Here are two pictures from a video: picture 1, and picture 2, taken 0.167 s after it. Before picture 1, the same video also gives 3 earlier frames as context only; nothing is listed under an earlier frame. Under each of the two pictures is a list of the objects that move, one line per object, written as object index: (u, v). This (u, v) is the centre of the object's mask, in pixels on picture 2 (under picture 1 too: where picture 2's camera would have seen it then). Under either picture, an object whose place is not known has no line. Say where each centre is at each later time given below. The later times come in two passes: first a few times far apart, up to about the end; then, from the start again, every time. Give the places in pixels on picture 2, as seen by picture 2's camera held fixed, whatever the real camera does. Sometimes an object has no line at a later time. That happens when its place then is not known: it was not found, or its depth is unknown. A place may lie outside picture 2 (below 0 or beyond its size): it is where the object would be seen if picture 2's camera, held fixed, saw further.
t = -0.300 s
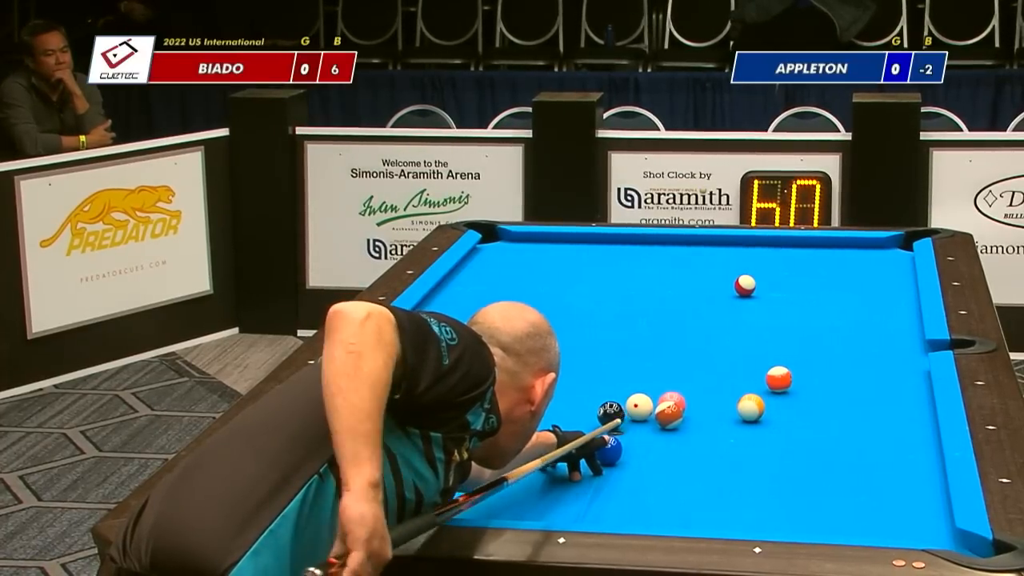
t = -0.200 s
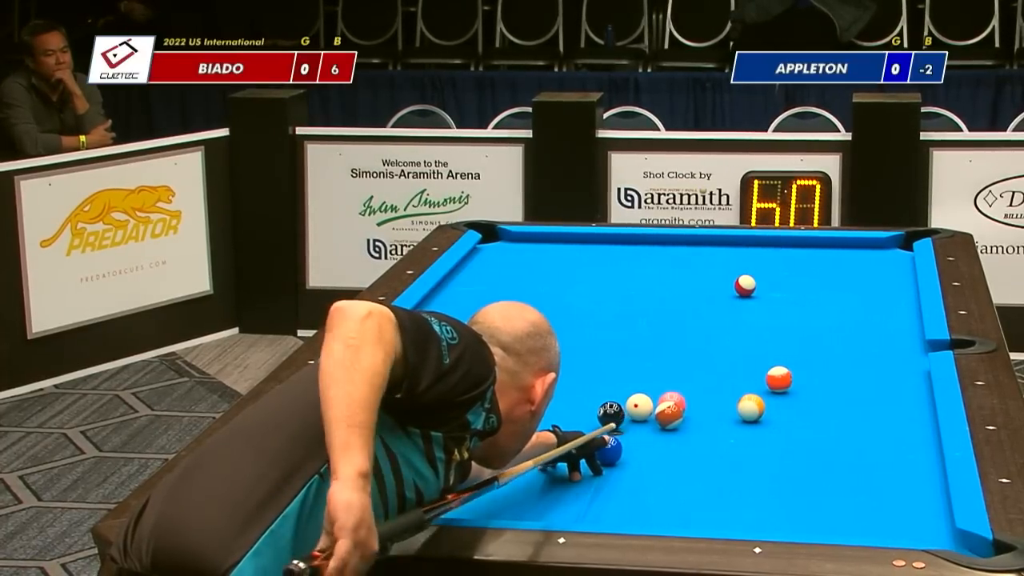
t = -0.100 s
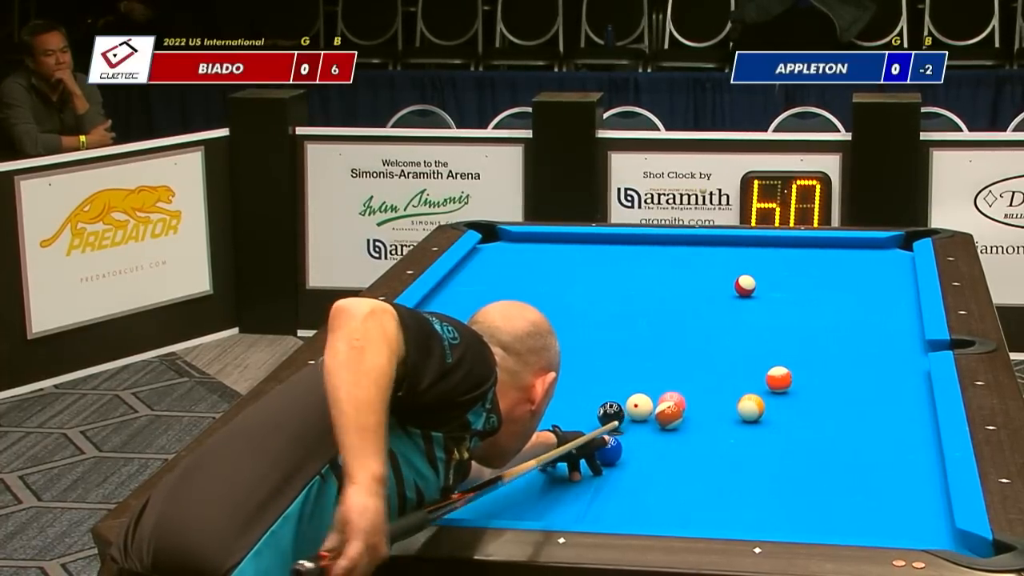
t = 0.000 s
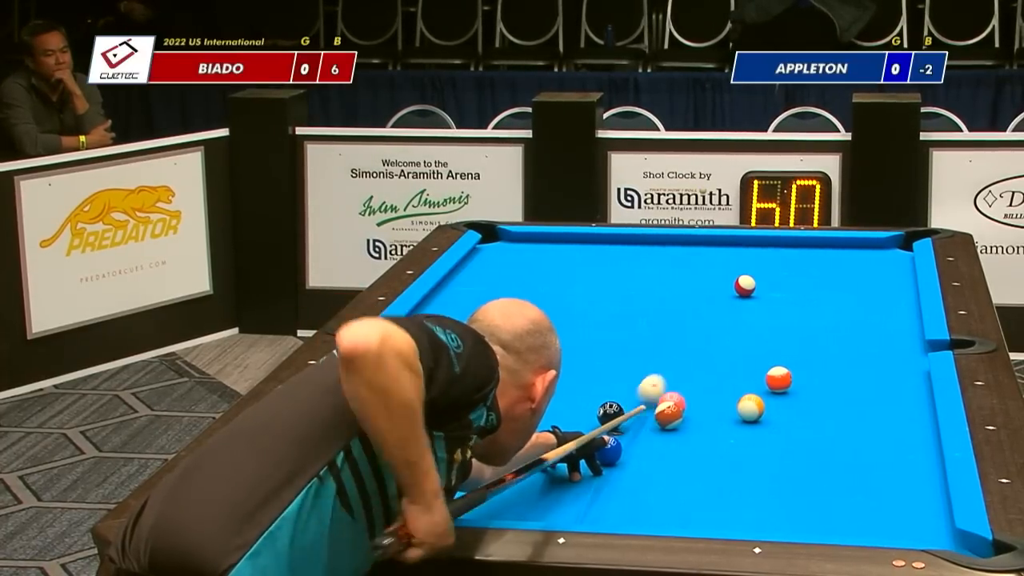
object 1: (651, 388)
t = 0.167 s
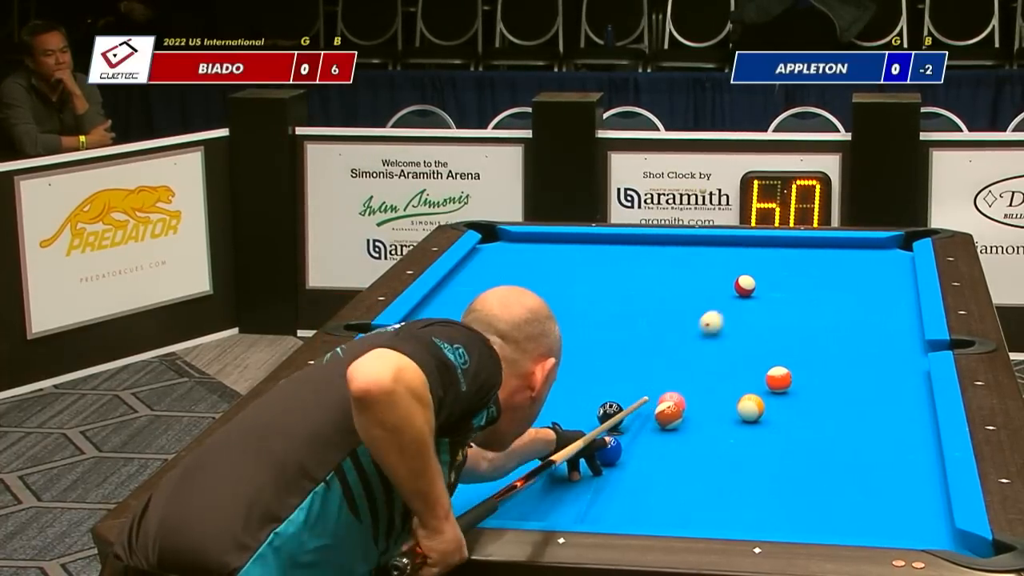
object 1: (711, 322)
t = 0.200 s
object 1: (720, 311)
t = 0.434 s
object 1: (734, 289)
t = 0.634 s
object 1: (728, 288)
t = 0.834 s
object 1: (722, 287)
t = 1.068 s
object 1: (717, 286)
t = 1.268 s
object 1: (713, 285)
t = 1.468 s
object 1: (710, 285)
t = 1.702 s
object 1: (707, 285)
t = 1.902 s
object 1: (706, 285)
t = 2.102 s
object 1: (707, 285)
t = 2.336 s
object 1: (707, 285)
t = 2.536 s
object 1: (707, 285)
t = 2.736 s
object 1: (707, 285)
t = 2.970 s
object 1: (707, 285)
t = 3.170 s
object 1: (708, 283)
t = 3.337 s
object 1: (708, 282)
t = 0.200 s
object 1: (720, 311)
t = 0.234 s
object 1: (730, 301)
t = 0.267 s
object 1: (738, 292)
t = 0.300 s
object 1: (738, 290)
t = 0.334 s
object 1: (737, 290)
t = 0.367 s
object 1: (736, 289)
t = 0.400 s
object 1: (735, 289)
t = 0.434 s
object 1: (734, 289)
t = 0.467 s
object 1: (733, 289)
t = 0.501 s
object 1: (732, 289)
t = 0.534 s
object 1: (731, 288)
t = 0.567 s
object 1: (730, 288)
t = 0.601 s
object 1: (729, 288)
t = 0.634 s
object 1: (728, 288)
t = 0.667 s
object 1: (727, 288)
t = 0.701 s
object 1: (726, 287)
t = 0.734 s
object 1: (725, 287)
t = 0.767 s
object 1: (724, 287)
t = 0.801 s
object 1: (723, 287)
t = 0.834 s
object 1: (722, 287)
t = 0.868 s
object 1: (722, 287)
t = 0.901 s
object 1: (721, 286)
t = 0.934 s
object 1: (720, 286)
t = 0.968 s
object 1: (719, 286)
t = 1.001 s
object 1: (719, 286)
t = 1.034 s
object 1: (718, 286)
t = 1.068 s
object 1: (717, 286)
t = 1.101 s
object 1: (716, 286)
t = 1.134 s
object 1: (716, 286)
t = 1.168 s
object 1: (715, 286)
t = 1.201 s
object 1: (714, 286)
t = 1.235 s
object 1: (714, 285)
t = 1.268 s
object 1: (713, 285)
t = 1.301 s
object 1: (712, 285)
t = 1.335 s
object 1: (712, 285)
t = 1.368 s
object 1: (711, 285)
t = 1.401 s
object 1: (711, 285)
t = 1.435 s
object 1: (710, 285)
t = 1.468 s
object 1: (710, 285)
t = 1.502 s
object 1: (709, 285)
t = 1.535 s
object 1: (709, 285)
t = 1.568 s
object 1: (709, 285)
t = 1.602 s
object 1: (708, 285)
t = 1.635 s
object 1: (708, 285)
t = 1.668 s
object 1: (708, 285)
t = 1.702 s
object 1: (707, 285)
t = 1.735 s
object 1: (707, 285)
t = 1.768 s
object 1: (707, 285)
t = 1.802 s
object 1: (707, 285)
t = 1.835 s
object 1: (707, 285)
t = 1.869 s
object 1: (707, 285)
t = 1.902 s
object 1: (706, 285)
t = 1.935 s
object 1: (706, 285)
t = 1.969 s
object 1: (706, 285)
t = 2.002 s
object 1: (706, 285)
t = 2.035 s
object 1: (706, 285)
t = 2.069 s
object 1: (707, 285)
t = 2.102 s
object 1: (707, 285)
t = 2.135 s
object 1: (707, 285)
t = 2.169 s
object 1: (707, 285)
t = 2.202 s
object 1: (707, 285)
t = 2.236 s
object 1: (707, 285)
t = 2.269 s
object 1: (707, 285)
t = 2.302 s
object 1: (707, 285)
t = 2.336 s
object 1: (707, 285)
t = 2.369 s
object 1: (707, 285)
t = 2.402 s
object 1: (707, 285)
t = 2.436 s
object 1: (707, 285)
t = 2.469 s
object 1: (707, 285)
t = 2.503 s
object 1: (707, 285)
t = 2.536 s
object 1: (707, 285)
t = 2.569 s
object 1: (707, 285)
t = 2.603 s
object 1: (707, 285)
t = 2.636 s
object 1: (707, 285)
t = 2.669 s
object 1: (707, 285)
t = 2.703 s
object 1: (707, 285)
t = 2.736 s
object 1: (707, 285)
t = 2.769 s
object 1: (707, 285)
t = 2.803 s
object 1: (707, 285)
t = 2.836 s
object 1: (707, 285)
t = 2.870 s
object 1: (707, 285)
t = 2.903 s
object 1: (707, 285)
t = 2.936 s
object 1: (707, 285)
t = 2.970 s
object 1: (707, 285)
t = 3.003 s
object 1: (707, 285)
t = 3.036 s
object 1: (707, 284)
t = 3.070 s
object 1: (707, 284)
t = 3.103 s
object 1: (708, 284)
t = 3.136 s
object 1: (708, 284)
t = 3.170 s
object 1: (708, 283)
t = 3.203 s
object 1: (708, 283)
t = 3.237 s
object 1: (708, 283)
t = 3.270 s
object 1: (708, 283)
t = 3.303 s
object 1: (708, 282)
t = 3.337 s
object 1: (708, 282)
